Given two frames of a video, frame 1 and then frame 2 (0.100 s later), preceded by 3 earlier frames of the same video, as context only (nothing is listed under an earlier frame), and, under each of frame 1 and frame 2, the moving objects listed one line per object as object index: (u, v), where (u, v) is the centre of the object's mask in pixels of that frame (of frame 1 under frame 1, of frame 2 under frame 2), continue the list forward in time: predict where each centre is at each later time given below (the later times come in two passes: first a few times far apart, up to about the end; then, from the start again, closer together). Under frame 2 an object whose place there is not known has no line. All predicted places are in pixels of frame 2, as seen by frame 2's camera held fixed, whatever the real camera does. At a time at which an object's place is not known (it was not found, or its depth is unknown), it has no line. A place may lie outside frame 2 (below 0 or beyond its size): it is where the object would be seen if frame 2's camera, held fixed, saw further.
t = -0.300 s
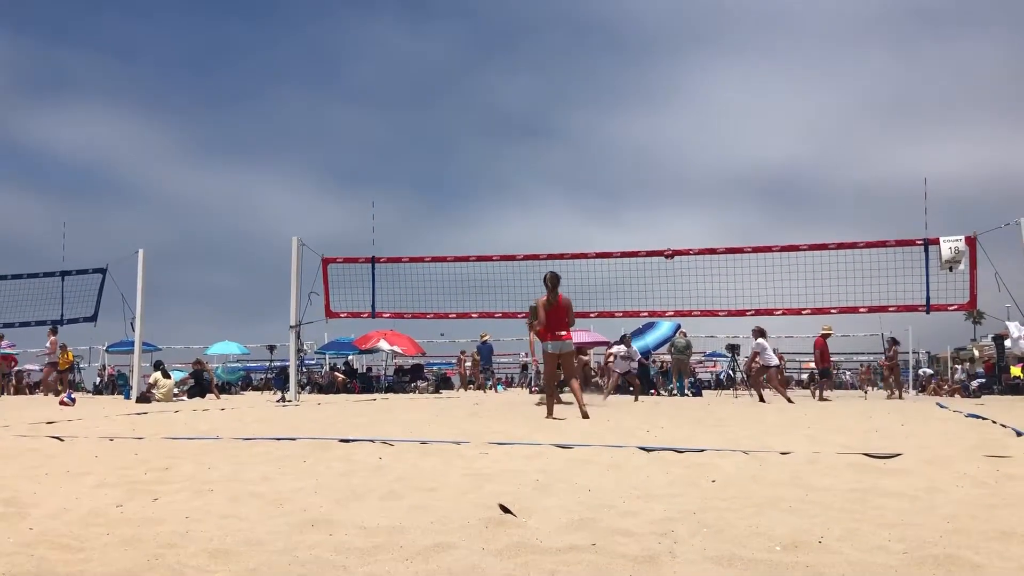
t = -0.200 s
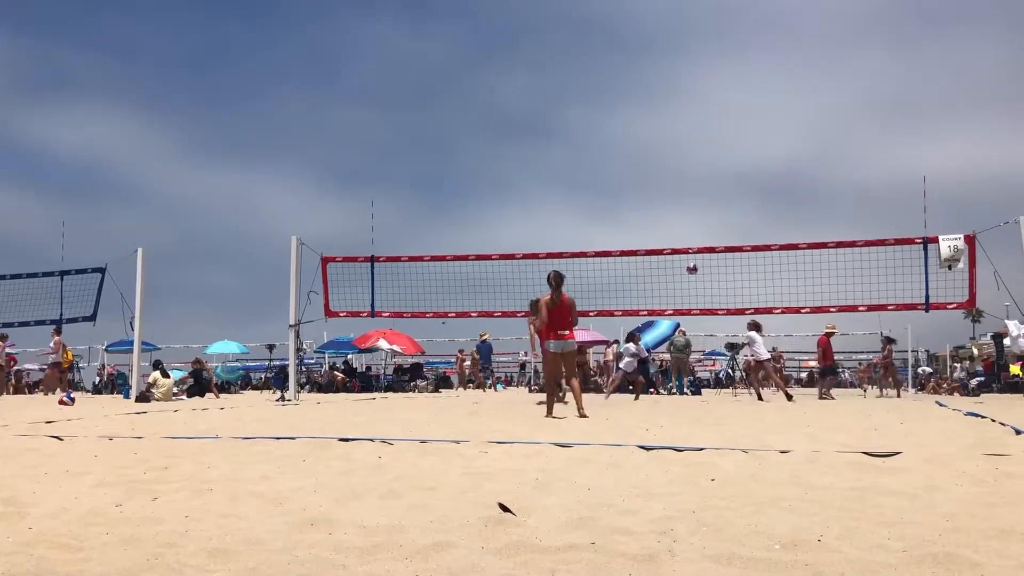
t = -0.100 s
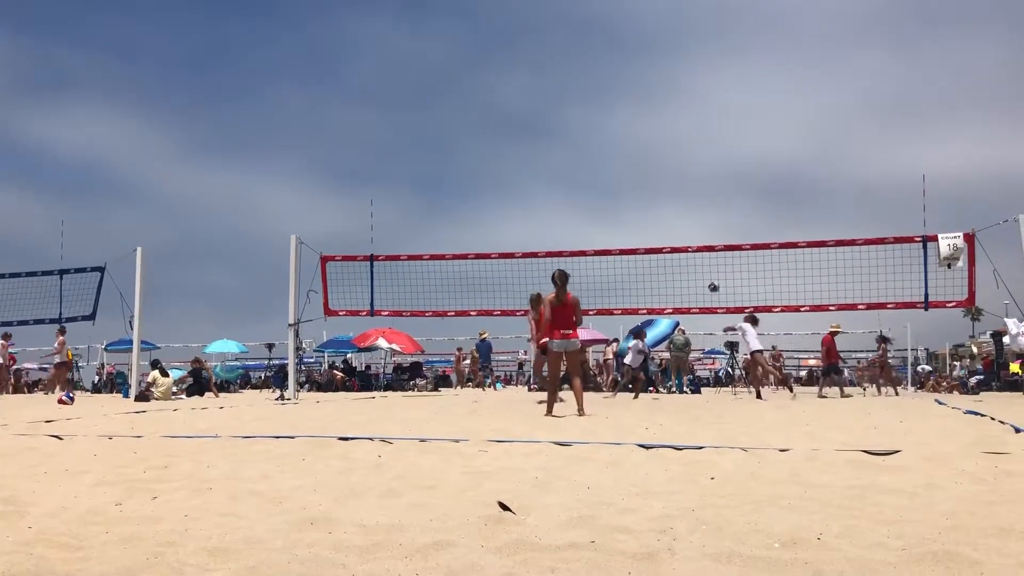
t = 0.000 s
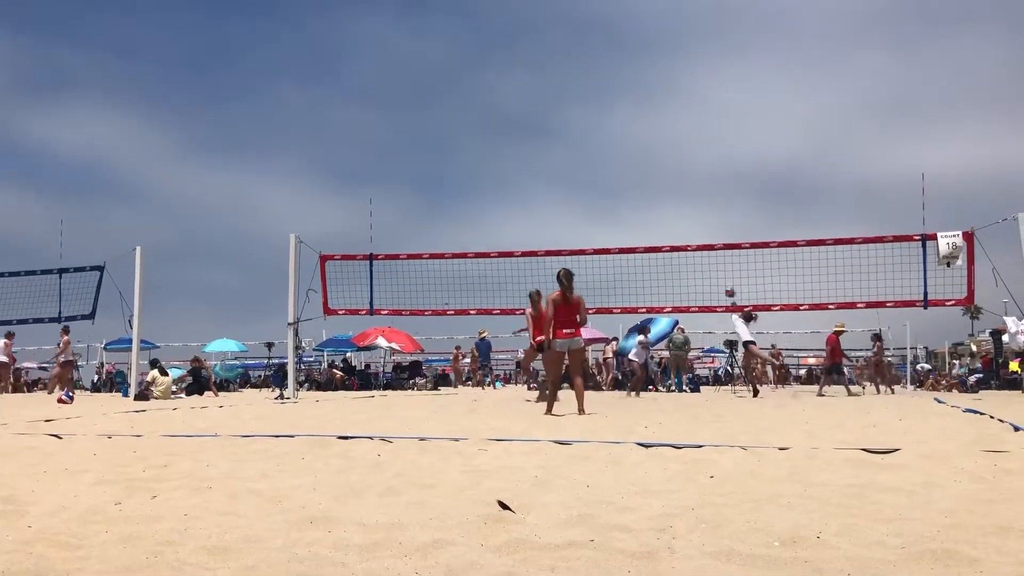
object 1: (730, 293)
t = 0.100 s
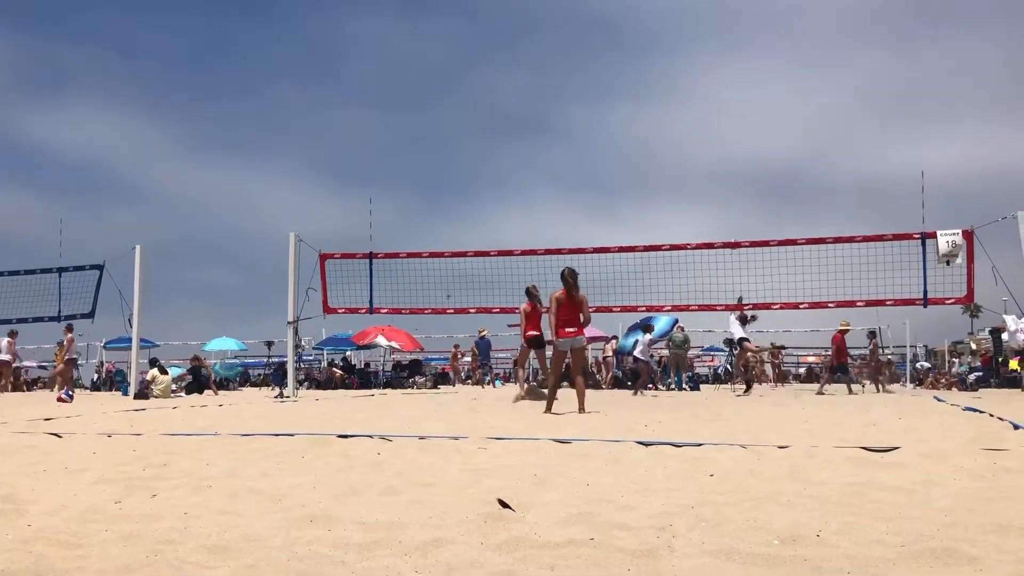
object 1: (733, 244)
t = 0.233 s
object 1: (739, 190)
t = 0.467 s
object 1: (749, 118)
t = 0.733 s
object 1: (764, 67)
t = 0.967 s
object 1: (778, 51)
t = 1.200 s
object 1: (794, 60)
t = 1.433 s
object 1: (813, 96)
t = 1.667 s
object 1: (834, 158)
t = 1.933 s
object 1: (863, 260)
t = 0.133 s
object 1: (735, 230)
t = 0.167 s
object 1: (736, 216)
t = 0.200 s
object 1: (737, 203)
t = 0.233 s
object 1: (739, 190)
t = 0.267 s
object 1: (740, 178)
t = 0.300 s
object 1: (742, 167)
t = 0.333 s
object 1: (743, 156)
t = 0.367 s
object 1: (744, 145)
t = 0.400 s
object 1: (746, 135)
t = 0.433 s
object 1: (748, 126)
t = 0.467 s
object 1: (749, 118)
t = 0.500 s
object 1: (751, 109)
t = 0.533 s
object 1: (753, 101)
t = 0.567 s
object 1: (754, 95)
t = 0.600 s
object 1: (756, 88)
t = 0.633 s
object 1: (758, 83)
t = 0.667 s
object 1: (760, 77)
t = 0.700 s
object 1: (762, 71)
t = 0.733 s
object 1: (764, 67)
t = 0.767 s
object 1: (766, 63)
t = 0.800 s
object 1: (767, 60)
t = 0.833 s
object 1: (769, 56)
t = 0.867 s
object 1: (771, 55)
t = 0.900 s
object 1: (774, 53)
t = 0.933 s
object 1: (776, 52)
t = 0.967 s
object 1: (778, 51)
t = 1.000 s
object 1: (780, 51)
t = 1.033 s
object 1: (782, 51)
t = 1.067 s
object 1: (784, 52)
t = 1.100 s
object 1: (787, 53)
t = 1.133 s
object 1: (789, 55)
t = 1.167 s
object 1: (791, 57)
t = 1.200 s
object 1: (794, 60)
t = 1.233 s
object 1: (796, 63)
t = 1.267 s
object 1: (799, 68)
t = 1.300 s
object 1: (801, 73)
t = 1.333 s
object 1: (804, 78)
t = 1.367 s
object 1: (807, 83)
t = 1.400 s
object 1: (809, 89)
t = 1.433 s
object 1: (813, 96)
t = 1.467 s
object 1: (816, 104)
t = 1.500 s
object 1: (818, 111)
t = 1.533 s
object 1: (822, 119)
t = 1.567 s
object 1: (824, 128)
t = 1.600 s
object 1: (828, 137)
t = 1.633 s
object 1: (831, 148)
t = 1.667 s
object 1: (834, 158)
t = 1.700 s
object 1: (838, 169)
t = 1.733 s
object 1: (841, 180)
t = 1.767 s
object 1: (844, 192)
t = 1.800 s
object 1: (848, 205)
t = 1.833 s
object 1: (851, 218)
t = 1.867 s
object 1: (855, 231)
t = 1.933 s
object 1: (863, 260)
